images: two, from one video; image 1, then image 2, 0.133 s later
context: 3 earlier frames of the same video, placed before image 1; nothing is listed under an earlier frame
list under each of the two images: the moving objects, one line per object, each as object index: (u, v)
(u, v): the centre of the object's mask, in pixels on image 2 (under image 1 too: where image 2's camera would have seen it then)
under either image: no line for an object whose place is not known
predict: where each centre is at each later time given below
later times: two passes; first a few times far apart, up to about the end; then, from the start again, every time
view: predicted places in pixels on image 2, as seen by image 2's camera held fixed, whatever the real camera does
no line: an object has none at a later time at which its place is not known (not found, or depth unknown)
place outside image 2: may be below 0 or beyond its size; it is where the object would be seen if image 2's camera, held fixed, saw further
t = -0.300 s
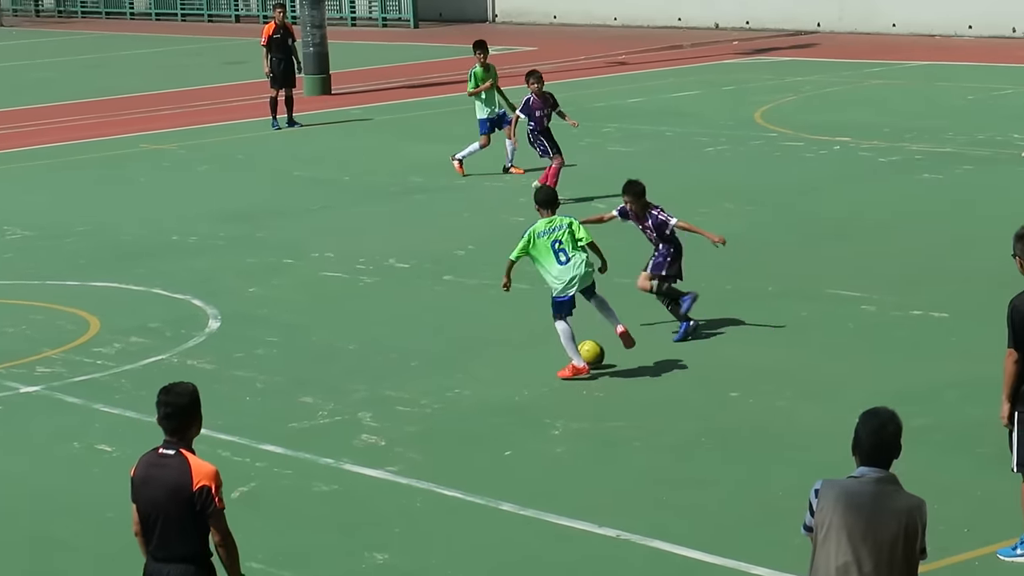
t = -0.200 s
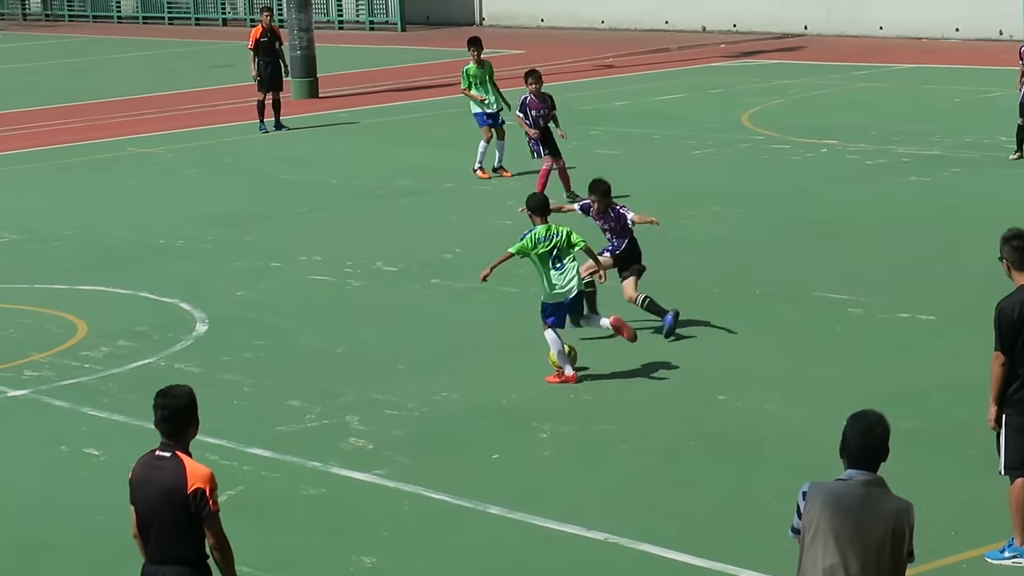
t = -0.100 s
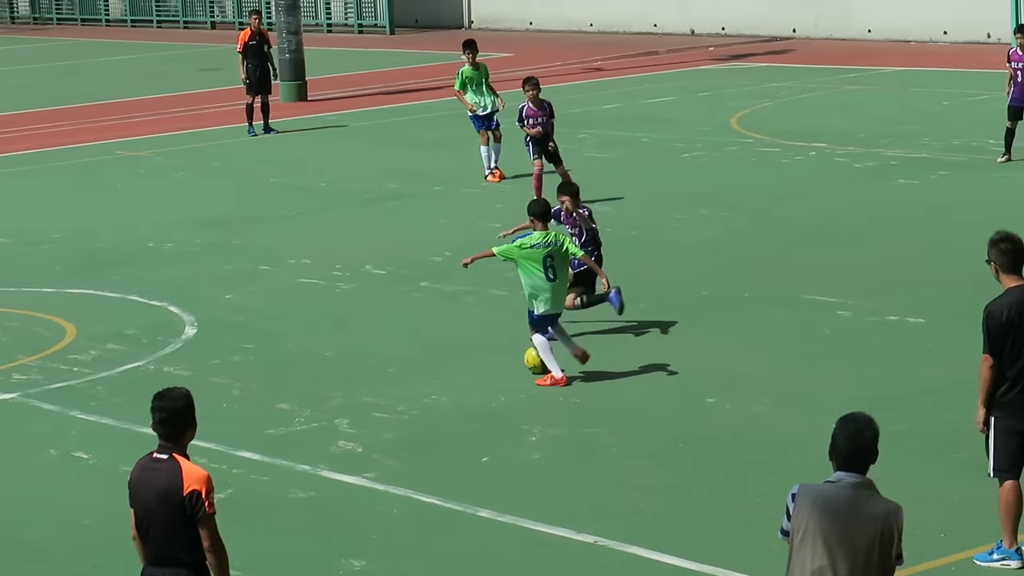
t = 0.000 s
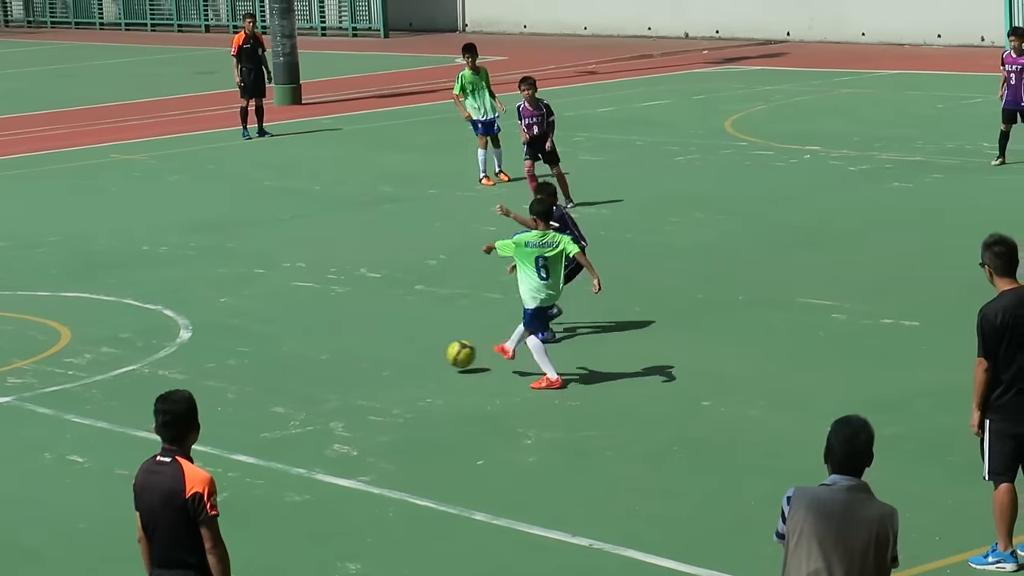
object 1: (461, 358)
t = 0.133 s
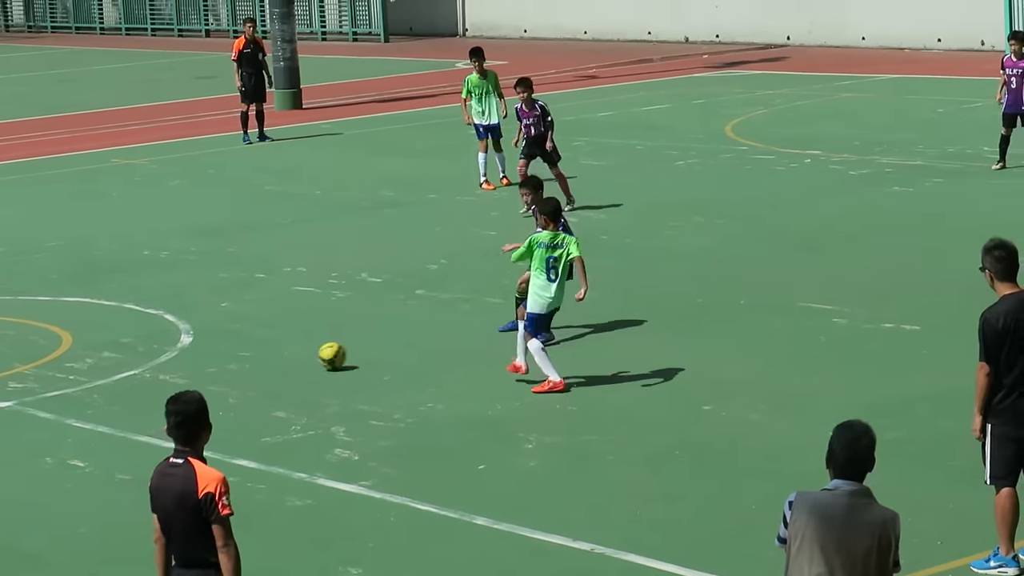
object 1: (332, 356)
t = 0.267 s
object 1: (226, 351)
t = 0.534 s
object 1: (65, 346)
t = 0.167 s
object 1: (304, 354)
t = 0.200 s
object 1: (276, 353)
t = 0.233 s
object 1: (251, 352)
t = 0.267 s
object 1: (226, 351)
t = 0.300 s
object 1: (203, 350)
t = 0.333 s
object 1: (181, 349)
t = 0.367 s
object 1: (159, 349)
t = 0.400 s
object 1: (138, 349)
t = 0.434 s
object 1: (120, 347)
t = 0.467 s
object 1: (101, 346)
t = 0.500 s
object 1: (82, 345)
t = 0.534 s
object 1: (65, 346)
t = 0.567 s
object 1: (48, 345)
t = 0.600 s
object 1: (31, 344)
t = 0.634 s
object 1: (14, 344)
